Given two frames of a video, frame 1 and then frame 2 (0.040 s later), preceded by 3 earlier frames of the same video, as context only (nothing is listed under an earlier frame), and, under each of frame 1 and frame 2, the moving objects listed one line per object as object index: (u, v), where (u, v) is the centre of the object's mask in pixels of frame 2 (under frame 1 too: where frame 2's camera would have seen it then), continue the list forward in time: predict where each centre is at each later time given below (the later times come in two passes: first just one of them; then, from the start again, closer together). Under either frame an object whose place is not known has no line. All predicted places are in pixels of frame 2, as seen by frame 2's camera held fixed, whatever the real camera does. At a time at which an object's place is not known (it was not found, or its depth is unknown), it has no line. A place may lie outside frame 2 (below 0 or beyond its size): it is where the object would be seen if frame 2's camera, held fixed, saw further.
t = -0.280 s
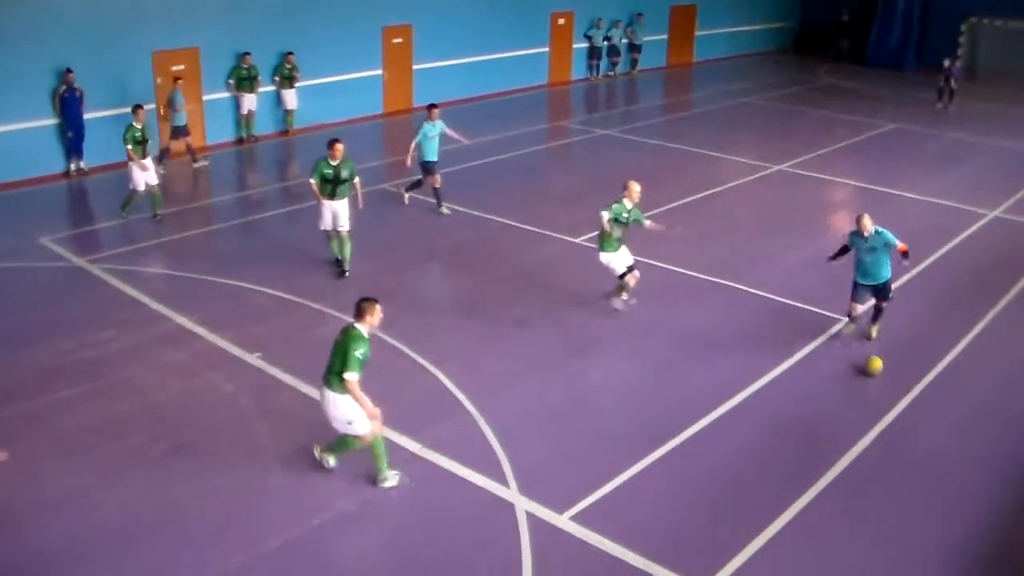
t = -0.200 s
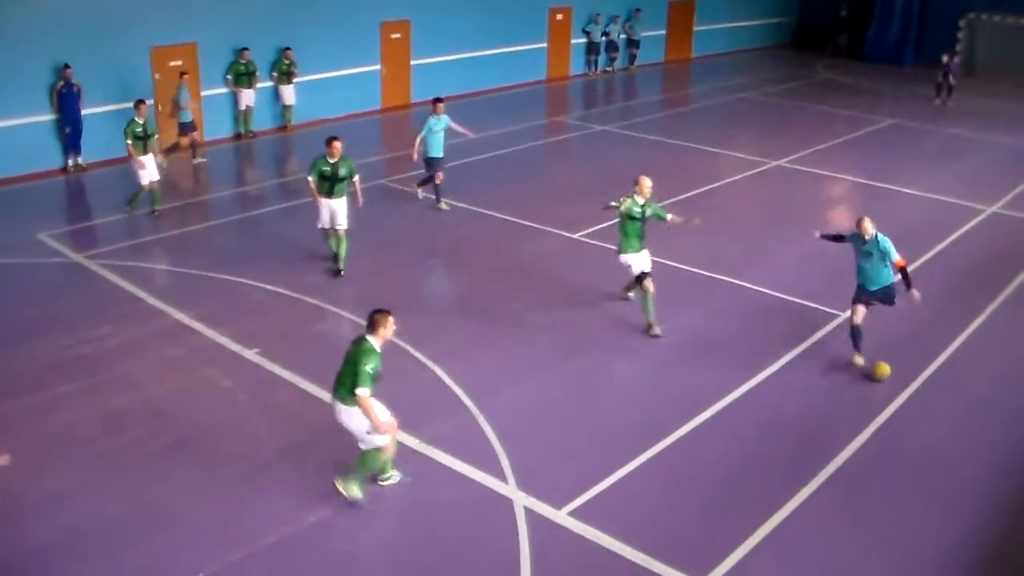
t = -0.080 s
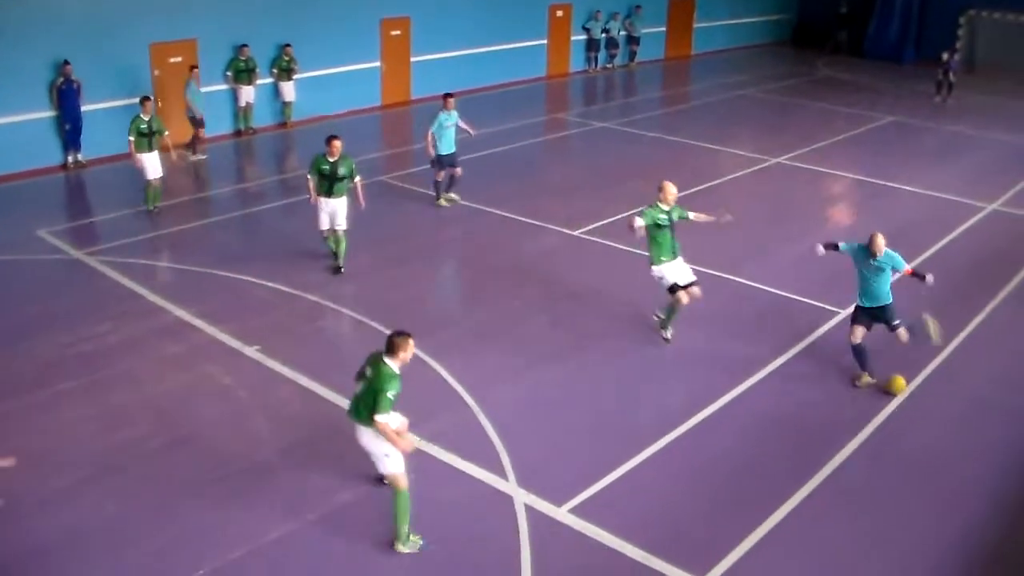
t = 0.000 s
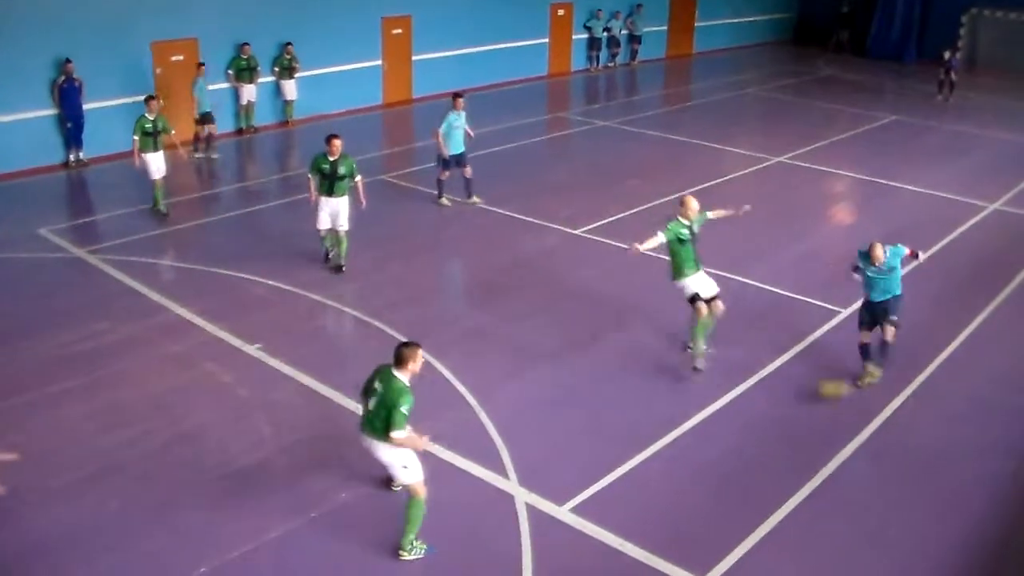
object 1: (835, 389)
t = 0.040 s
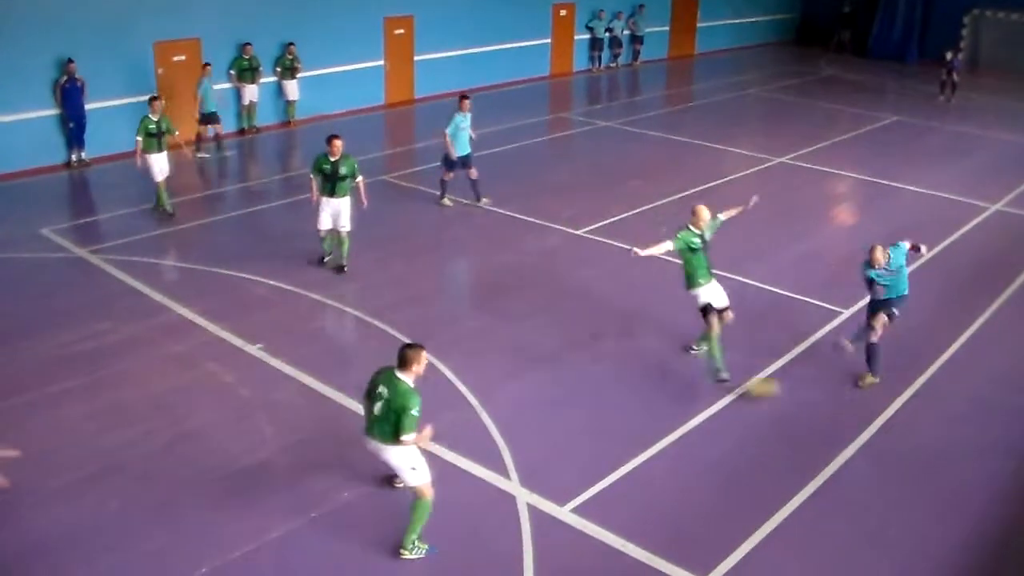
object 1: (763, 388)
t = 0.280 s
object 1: (348, 370)
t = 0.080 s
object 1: (688, 387)
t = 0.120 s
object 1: (617, 383)
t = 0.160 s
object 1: (548, 378)
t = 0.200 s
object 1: (477, 375)
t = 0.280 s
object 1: (348, 370)
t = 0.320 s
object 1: (295, 363)
